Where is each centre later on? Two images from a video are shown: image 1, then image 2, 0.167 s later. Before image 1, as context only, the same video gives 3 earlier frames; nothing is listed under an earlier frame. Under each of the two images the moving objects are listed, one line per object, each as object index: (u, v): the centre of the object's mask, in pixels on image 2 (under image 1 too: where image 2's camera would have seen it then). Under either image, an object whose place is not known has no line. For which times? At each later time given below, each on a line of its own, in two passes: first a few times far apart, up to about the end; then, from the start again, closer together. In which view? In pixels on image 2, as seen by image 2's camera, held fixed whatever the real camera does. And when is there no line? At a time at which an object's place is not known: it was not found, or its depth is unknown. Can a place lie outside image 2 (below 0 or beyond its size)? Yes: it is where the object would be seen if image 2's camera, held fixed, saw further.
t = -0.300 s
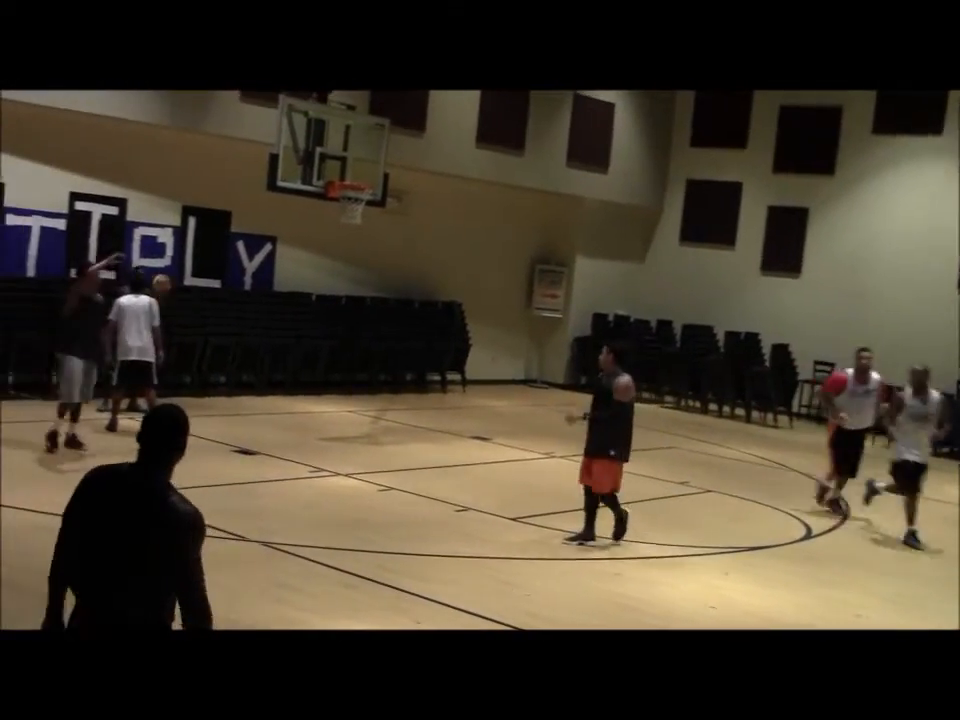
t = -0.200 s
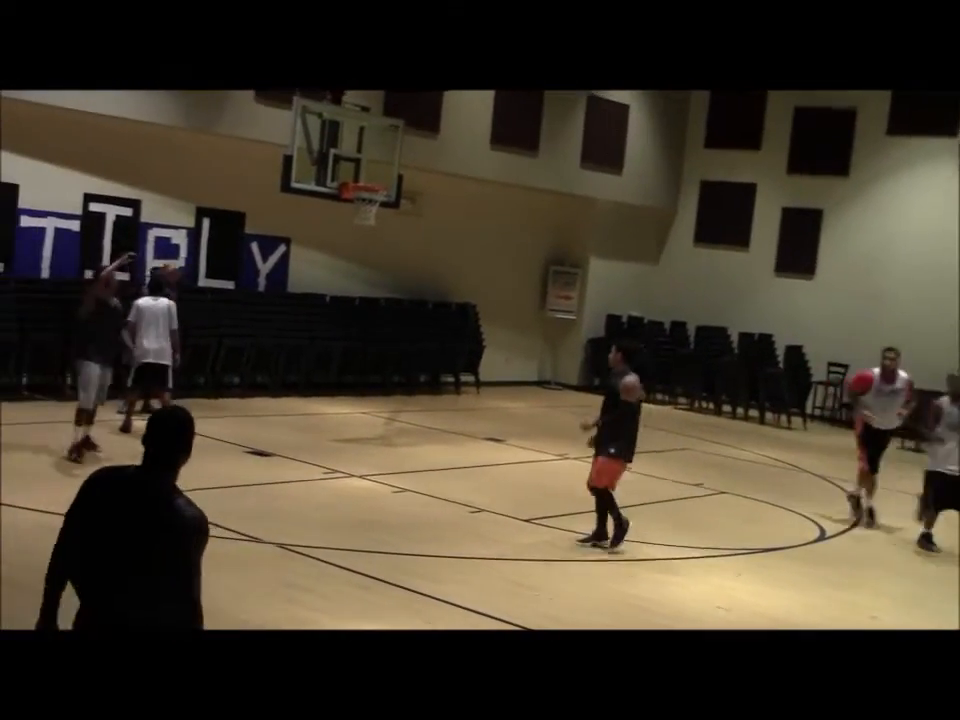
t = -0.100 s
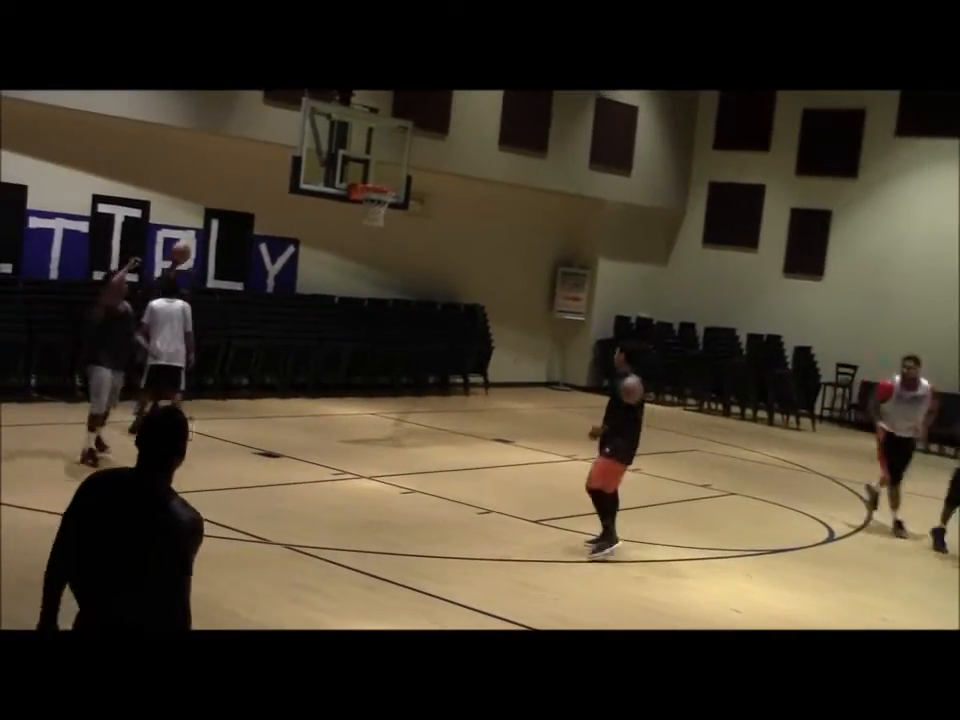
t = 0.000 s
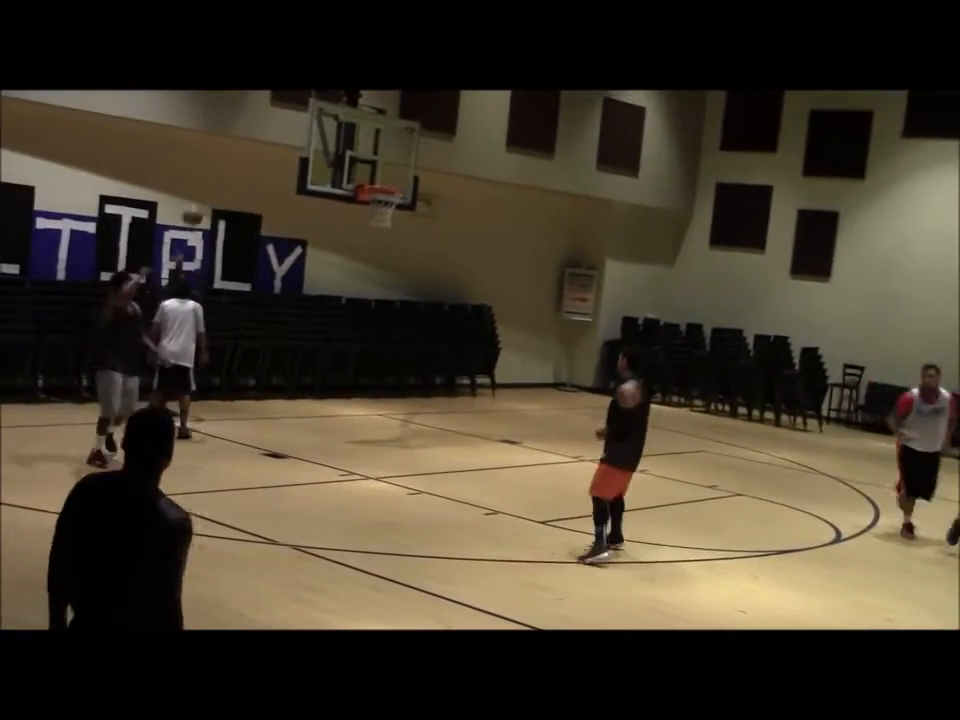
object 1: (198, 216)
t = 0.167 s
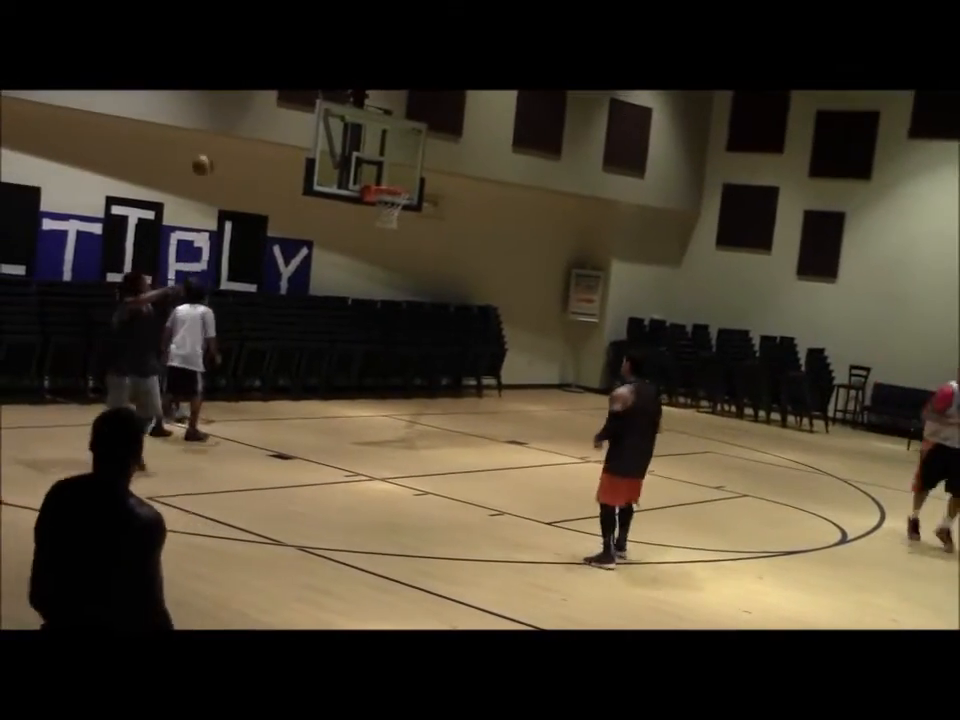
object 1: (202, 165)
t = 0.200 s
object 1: (203, 157)
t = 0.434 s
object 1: (206, 129)
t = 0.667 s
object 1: (203, 155)
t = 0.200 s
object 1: (203, 157)
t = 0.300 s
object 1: (205, 140)
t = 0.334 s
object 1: (205, 136)
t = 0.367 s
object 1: (206, 133)
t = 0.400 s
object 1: (206, 130)
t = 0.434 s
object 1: (206, 129)
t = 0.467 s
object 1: (206, 129)
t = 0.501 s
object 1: (206, 130)
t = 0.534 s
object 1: (206, 132)
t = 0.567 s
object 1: (206, 137)
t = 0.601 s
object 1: (205, 141)
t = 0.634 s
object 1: (204, 146)
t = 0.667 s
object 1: (203, 155)
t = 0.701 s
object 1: (202, 162)
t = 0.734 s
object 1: (200, 171)
